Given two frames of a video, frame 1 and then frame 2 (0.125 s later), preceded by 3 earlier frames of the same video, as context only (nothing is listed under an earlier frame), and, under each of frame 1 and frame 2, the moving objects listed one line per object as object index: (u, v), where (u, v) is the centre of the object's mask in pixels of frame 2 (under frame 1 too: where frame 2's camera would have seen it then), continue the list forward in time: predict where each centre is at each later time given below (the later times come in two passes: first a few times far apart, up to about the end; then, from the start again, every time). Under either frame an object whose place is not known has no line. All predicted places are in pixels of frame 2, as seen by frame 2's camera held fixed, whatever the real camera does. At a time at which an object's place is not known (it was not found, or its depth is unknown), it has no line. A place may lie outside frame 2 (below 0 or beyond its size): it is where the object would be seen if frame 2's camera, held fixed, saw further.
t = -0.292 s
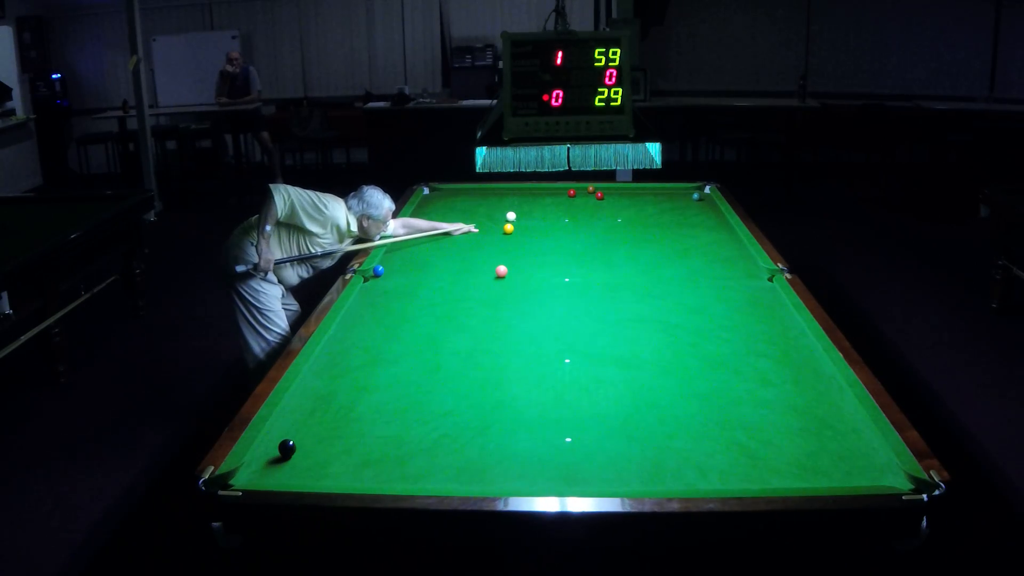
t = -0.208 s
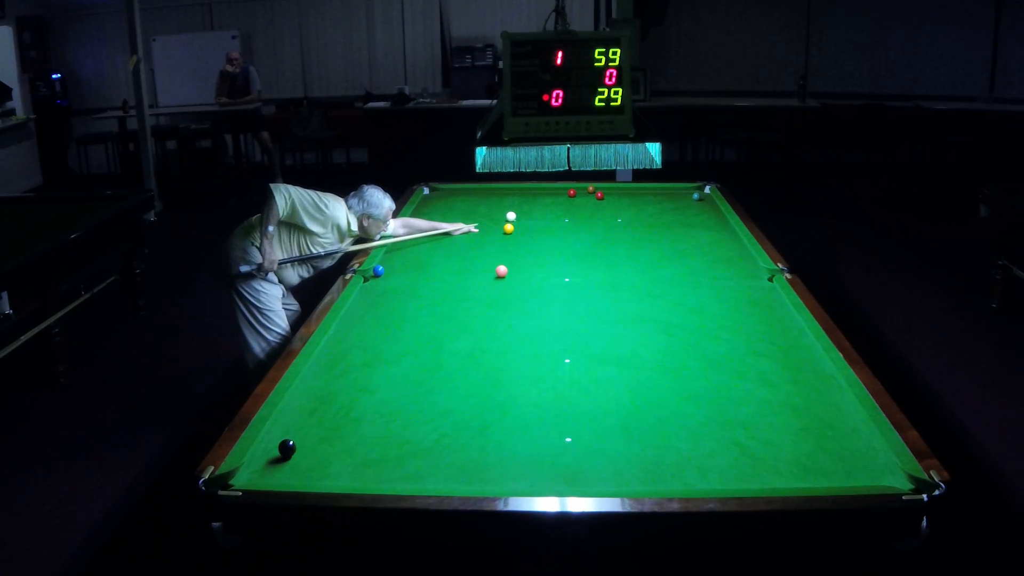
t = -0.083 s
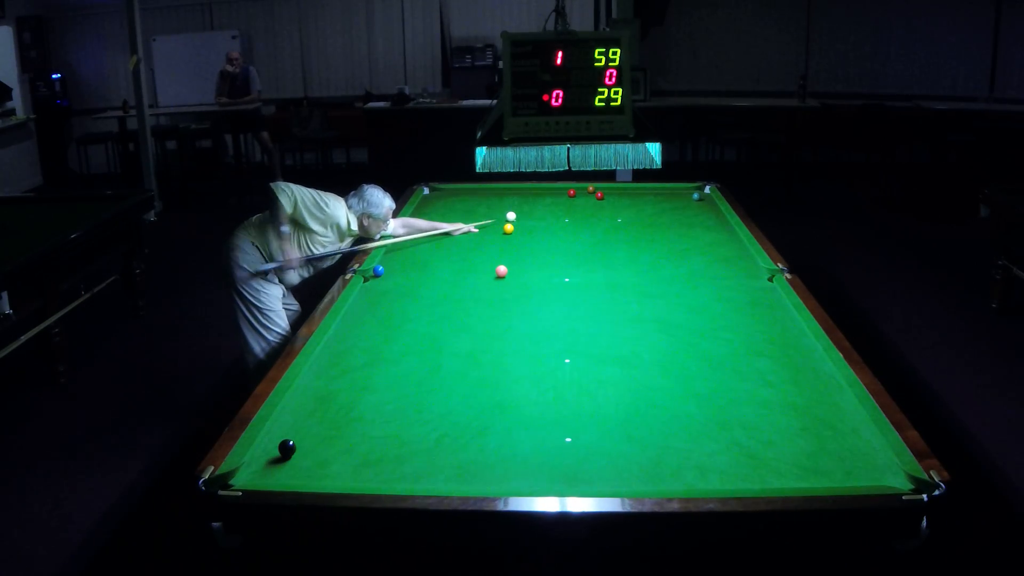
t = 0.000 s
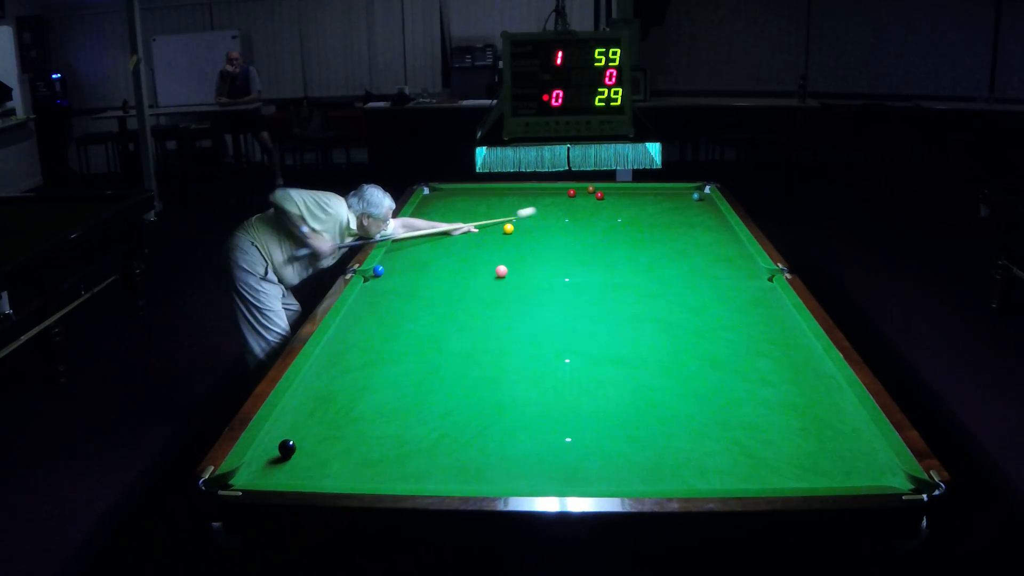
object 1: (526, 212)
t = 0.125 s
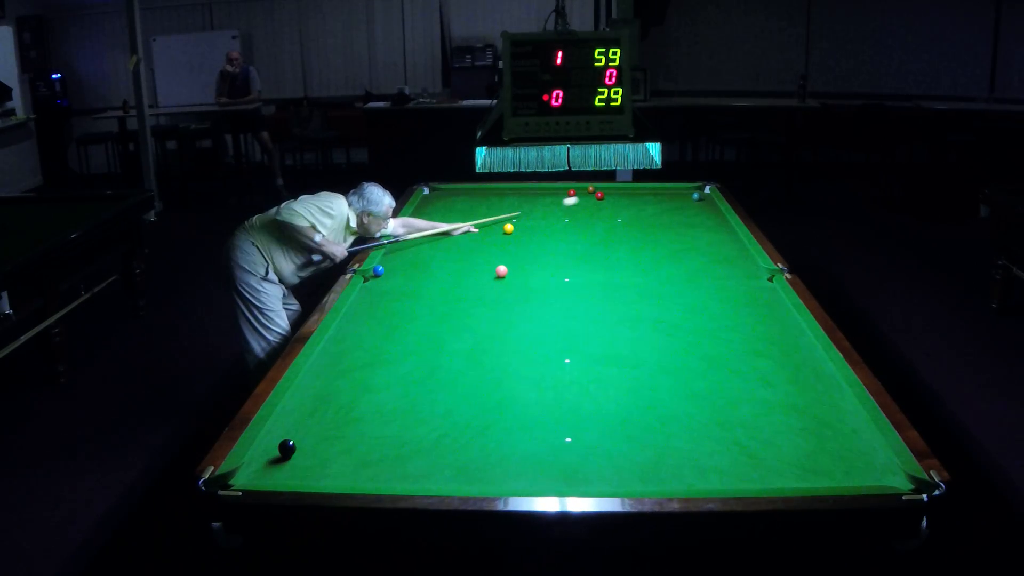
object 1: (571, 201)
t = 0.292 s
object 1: (587, 192)
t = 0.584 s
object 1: (566, 189)
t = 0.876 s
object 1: (542, 194)
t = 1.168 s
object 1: (518, 199)
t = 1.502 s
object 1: (490, 204)
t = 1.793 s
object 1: (467, 209)
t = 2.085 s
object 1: (444, 213)
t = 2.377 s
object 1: (423, 218)
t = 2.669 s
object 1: (413, 222)
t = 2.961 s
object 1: (423, 224)
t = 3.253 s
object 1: (433, 226)
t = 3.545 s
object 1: (442, 228)
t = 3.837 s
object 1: (449, 229)
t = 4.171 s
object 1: (456, 230)
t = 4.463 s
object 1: (461, 231)
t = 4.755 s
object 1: (465, 232)
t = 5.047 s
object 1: (467, 232)
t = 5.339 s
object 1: (468, 233)
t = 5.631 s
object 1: (468, 233)
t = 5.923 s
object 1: (468, 233)
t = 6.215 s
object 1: (468, 233)
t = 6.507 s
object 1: (468, 233)
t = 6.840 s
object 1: (468, 233)
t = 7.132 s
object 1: (468, 233)
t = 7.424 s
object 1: (468, 233)
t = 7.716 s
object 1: (468, 233)
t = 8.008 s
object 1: (468, 233)
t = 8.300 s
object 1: (468, 233)
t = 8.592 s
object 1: (468, 233)
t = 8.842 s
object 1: (468, 233)
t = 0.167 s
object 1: (583, 198)
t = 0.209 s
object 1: (590, 195)
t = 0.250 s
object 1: (589, 194)
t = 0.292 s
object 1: (587, 192)
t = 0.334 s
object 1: (586, 191)
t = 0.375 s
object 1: (584, 190)
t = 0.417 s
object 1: (581, 189)
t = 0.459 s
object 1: (578, 188)
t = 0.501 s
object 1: (575, 188)
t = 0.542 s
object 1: (571, 188)
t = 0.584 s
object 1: (566, 189)
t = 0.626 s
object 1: (563, 190)
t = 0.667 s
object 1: (560, 191)
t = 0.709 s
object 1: (556, 192)
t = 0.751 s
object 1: (553, 192)
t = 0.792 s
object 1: (549, 193)
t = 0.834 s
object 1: (546, 194)
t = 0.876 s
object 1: (542, 194)
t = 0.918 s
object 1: (539, 195)
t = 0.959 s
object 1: (535, 195)
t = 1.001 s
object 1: (532, 196)
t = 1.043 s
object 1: (528, 197)
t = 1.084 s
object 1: (525, 198)
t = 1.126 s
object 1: (521, 198)
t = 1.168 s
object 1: (518, 199)
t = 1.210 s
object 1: (514, 200)
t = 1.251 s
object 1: (511, 200)
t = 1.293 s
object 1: (507, 201)
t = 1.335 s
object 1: (504, 201)
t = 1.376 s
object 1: (500, 202)
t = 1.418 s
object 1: (497, 203)
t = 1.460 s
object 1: (494, 204)
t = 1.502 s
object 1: (490, 204)
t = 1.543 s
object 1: (487, 205)
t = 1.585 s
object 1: (483, 206)
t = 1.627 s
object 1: (480, 206)
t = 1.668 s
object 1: (477, 207)
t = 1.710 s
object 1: (474, 208)
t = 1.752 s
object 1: (470, 208)
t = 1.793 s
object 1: (467, 209)
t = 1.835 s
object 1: (464, 210)
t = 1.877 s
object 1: (460, 210)
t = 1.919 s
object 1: (457, 211)
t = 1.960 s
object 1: (454, 212)
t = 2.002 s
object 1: (451, 212)
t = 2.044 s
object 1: (448, 213)
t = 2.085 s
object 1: (444, 213)
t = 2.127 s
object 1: (441, 214)
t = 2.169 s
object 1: (438, 215)
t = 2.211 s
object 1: (435, 215)
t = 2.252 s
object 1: (432, 216)
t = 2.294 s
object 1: (429, 217)
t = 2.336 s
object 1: (426, 217)
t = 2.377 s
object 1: (423, 218)
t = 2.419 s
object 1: (420, 219)
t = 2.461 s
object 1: (417, 219)
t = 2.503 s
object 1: (414, 220)
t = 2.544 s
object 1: (411, 221)
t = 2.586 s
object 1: (410, 221)
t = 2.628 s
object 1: (411, 221)
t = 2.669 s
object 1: (413, 222)
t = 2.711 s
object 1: (414, 222)
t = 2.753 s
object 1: (416, 222)
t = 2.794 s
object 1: (417, 223)
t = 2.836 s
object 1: (419, 223)
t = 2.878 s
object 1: (420, 223)
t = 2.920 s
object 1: (422, 224)
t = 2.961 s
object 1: (423, 224)
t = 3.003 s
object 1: (425, 224)
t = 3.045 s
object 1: (426, 225)
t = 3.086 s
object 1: (428, 225)
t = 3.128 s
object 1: (429, 225)
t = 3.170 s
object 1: (430, 225)
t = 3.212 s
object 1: (432, 226)
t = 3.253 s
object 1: (433, 226)
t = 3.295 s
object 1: (434, 226)
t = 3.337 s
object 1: (436, 226)
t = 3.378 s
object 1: (437, 227)
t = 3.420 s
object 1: (438, 227)
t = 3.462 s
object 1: (439, 227)
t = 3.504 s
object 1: (441, 227)
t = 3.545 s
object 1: (442, 228)
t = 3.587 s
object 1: (443, 228)
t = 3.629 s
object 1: (444, 228)
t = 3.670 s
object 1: (445, 228)
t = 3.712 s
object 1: (446, 229)
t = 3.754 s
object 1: (447, 229)
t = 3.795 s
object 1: (448, 229)
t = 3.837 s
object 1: (449, 229)
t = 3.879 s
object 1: (450, 229)
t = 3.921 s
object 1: (451, 229)
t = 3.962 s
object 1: (452, 230)
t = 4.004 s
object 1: (453, 230)
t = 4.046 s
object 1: (454, 230)
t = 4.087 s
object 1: (455, 230)
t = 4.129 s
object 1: (456, 230)
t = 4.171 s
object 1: (456, 230)
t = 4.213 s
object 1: (457, 231)
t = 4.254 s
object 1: (458, 231)
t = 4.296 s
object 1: (459, 231)
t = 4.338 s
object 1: (459, 231)
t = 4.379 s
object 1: (460, 231)
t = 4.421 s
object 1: (461, 231)
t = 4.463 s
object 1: (461, 231)
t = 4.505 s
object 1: (462, 231)
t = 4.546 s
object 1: (462, 232)
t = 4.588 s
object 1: (463, 232)
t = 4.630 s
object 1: (463, 232)
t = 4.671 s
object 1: (464, 232)
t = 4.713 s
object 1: (464, 232)
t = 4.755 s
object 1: (465, 232)
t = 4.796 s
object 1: (465, 232)
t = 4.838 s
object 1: (466, 232)
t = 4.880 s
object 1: (466, 232)
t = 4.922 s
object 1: (466, 232)
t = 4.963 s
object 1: (466, 232)
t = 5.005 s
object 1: (467, 232)
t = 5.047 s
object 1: (467, 232)
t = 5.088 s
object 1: (467, 233)
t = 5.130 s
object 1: (467, 233)
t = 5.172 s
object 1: (467, 233)
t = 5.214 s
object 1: (467, 233)
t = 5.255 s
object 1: (468, 233)
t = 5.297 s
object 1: (468, 233)
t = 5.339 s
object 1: (468, 233)
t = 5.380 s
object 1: (468, 233)
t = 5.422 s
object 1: (468, 233)
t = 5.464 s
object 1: (468, 233)
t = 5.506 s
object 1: (468, 233)
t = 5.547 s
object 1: (468, 233)
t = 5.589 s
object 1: (468, 233)
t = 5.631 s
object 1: (468, 233)
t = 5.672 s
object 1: (468, 233)
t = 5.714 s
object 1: (468, 233)
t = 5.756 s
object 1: (468, 233)
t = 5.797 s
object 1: (468, 233)
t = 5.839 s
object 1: (468, 233)
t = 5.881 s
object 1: (468, 233)
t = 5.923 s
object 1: (468, 233)
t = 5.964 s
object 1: (468, 233)
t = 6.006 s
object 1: (468, 233)
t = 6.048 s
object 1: (468, 233)
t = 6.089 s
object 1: (468, 233)
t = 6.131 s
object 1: (468, 233)
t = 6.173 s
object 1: (468, 233)
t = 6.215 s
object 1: (468, 233)
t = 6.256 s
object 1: (468, 233)
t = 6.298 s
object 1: (468, 233)
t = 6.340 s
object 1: (468, 233)
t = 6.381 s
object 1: (468, 233)
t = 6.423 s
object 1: (468, 233)
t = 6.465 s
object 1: (468, 233)
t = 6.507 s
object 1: (468, 233)
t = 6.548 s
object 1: (468, 233)
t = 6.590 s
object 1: (468, 233)
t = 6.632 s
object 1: (468, 233)
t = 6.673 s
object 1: (468, 233)
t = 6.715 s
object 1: (468, 233)
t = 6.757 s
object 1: (468, 233)
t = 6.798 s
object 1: (468, 233)
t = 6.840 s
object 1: (468, 233)
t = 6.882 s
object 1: (468, 233)
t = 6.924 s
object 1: (468, 233)
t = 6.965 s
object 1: (468, 233)
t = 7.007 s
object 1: (468, 233)
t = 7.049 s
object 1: (468, 233)
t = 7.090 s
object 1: (468, 233)
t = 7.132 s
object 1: (468, 233)
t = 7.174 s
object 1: (468, 233)
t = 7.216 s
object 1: (468, 233)
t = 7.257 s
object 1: (468, 233)
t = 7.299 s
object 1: (468, 233)
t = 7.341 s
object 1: (468, 233)
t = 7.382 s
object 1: (468, 233)
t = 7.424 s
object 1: (468, 233)
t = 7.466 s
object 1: (468, 233)
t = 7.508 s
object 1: (468, 233)
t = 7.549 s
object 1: (468, 233)
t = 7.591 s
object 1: (468, 233)
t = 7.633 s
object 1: (468, 233)
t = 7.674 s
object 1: (468, 233)
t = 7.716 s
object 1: (468, 233)
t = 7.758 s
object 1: (468, 233)
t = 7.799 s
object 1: (468, 233)
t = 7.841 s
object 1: (468, 233)
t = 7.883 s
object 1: (468, 233)
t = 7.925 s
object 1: (468, 233)
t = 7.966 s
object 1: (468, 233)
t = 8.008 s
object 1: (468, 233)
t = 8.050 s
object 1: (468, 233)
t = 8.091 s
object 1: (468, 233)
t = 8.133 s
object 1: (468, 233)
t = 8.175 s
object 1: (468, 233)
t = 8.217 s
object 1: (468, 233)
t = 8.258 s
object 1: (468, 233)
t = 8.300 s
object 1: (468, 233)
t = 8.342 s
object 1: (468, 233)
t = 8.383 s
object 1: (468, 233)
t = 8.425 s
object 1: (468, 233)
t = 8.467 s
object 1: (468, 233)
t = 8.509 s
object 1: (468, 233)
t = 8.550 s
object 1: (468, 233)
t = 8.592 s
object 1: (468, 233)
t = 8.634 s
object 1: (468, 233)
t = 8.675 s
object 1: (468, 233)
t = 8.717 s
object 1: (468, 233)
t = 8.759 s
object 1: (468, 233)
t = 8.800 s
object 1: (468, 233)
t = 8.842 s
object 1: (468, 233)
